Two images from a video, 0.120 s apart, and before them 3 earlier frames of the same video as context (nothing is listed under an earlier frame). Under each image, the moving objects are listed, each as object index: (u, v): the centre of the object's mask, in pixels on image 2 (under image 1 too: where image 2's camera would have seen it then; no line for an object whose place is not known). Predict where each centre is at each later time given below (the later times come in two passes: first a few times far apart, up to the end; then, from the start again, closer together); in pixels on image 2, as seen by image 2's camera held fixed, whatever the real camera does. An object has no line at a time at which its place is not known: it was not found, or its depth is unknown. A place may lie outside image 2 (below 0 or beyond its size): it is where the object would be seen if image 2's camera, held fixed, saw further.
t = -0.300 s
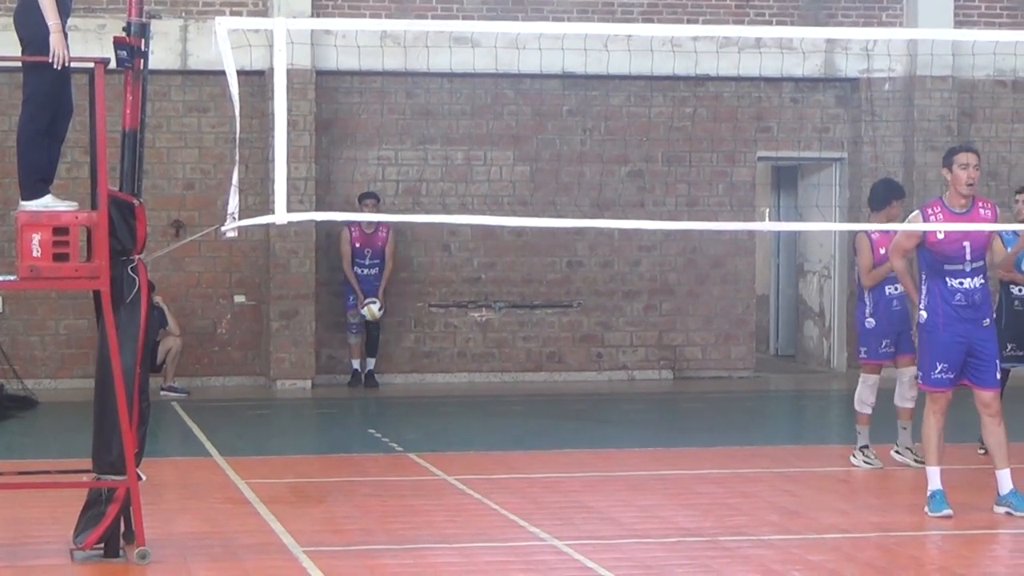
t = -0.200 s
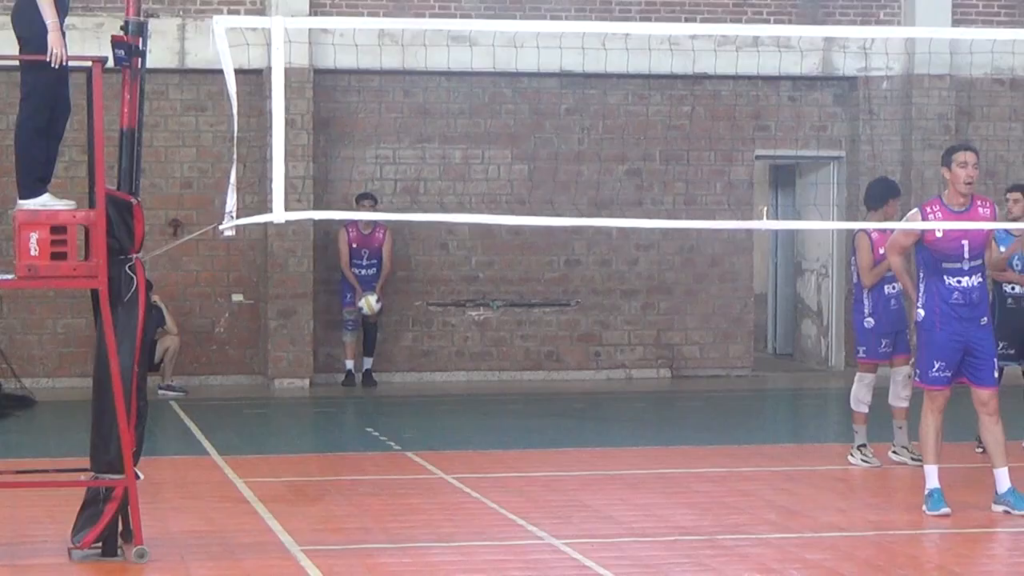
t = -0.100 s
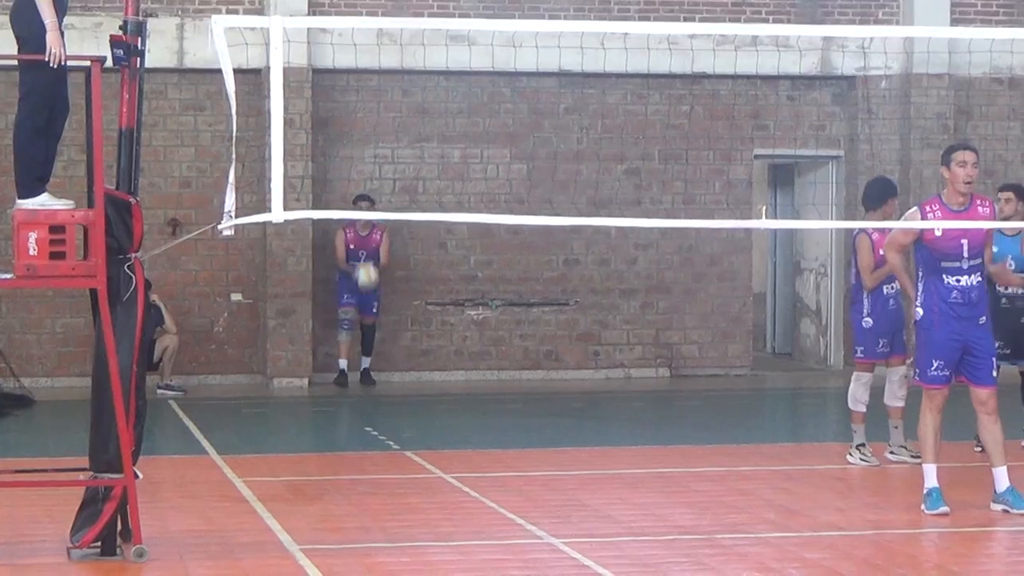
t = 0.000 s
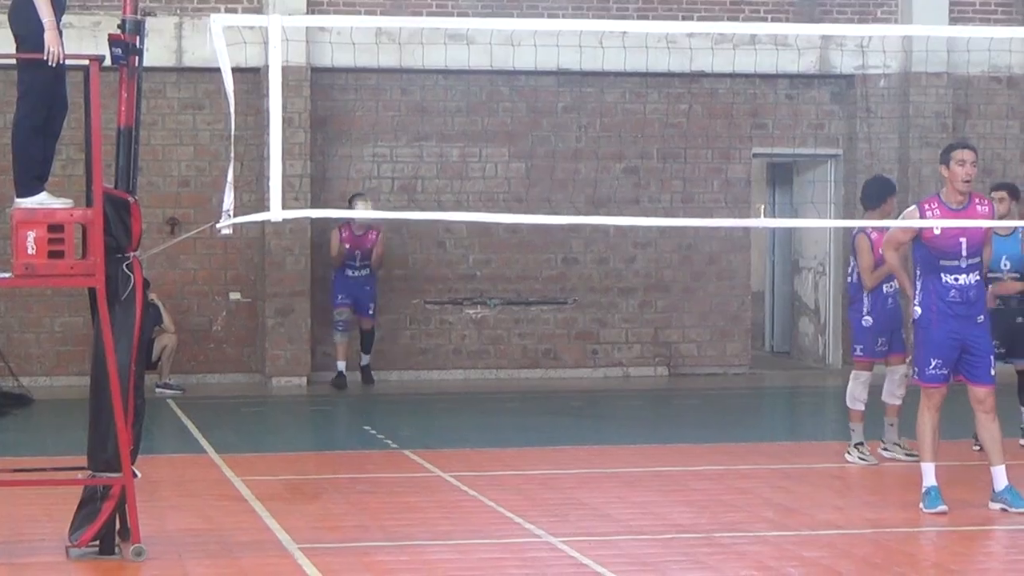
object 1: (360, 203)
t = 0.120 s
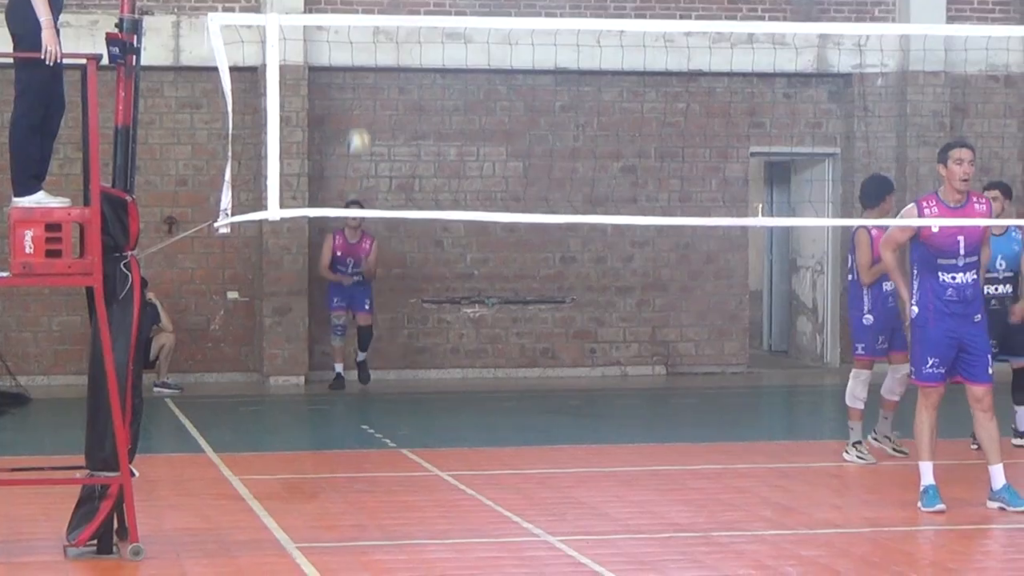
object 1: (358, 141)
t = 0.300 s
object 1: (355, 73)
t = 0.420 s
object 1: (352, 48)
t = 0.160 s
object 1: (358, 122)
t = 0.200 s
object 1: (357, 105)
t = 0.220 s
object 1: (356, 98)
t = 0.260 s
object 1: (355, 84)
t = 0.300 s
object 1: (355, 73)
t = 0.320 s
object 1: (355, 67)
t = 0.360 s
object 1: (353, 58)
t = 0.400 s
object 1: (353, 51)
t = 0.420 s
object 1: (352, 48)
